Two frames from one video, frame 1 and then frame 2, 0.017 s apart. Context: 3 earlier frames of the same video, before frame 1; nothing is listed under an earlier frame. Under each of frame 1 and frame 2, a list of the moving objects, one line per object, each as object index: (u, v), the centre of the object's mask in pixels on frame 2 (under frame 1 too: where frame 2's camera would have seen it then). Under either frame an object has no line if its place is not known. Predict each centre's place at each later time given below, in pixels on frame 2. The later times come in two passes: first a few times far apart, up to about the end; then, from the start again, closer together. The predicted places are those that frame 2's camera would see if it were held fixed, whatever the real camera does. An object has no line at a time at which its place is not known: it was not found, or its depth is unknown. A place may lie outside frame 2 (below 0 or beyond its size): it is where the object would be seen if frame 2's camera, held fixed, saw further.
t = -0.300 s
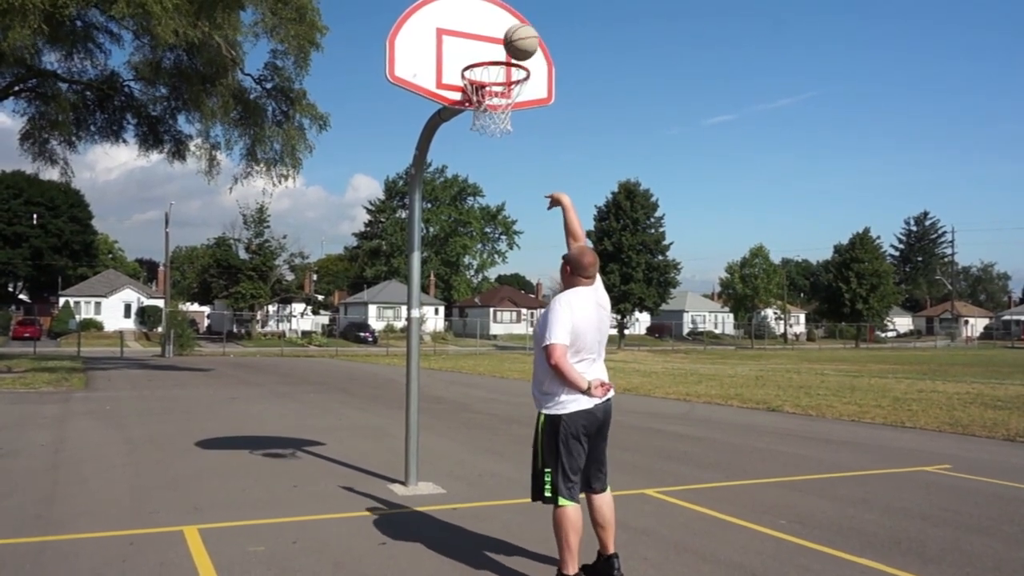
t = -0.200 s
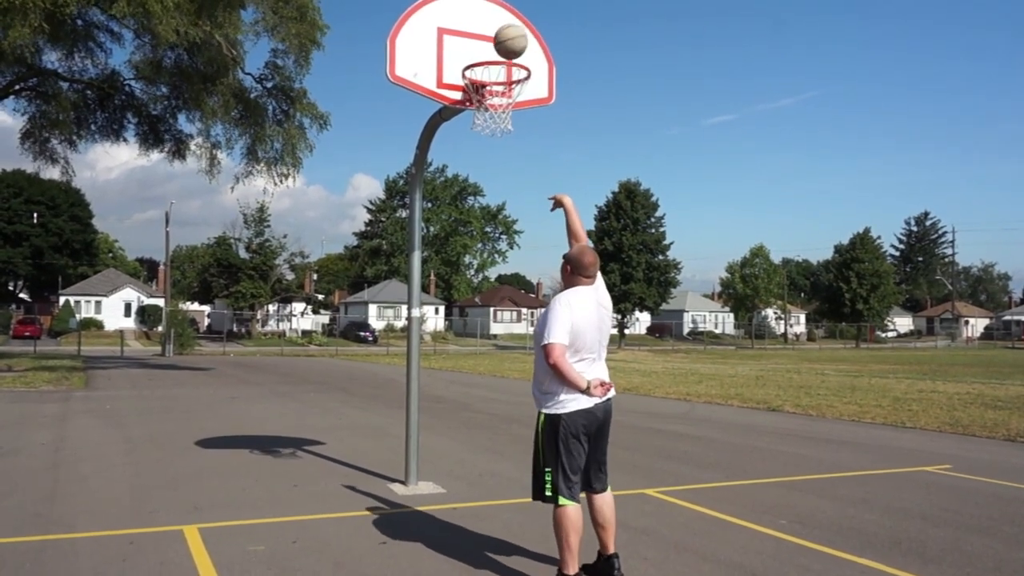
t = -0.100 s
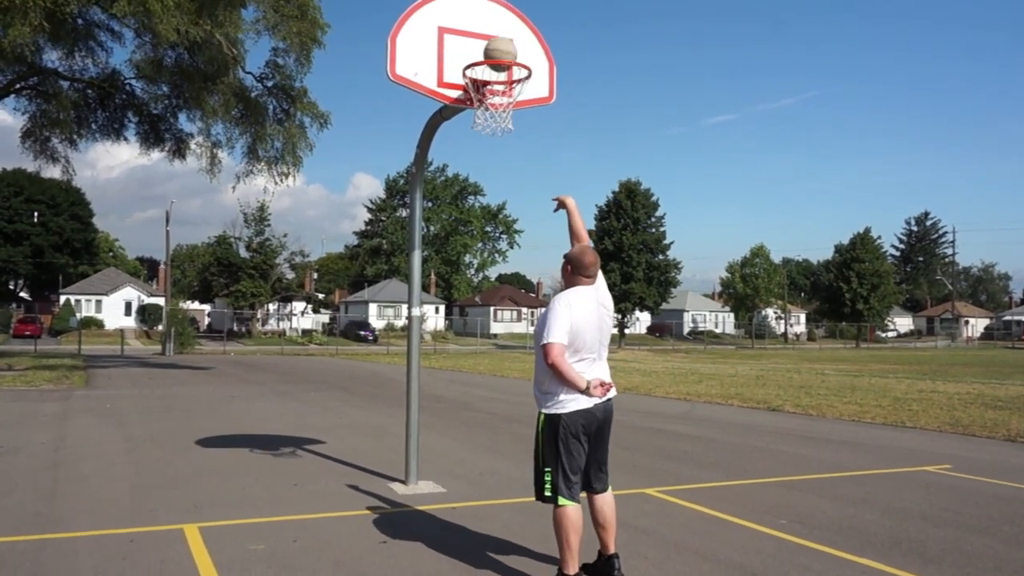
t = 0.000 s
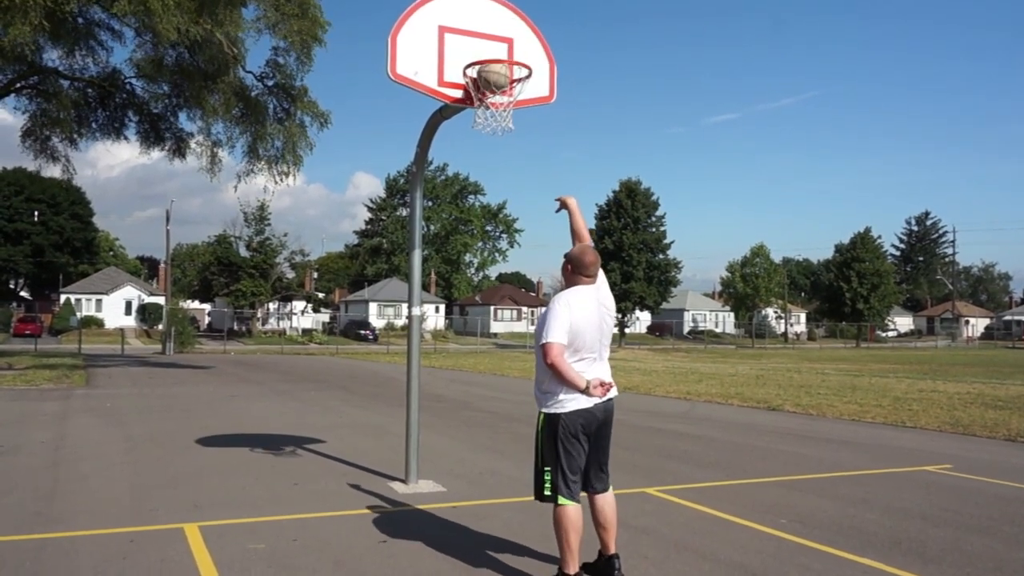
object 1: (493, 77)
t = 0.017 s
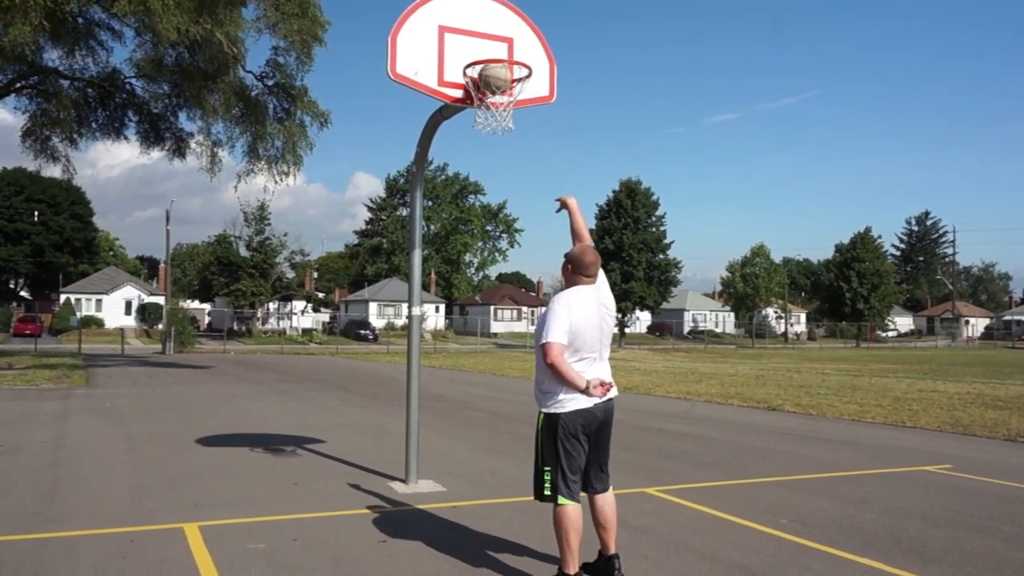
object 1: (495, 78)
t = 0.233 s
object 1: (506, 90)
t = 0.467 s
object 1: (502, 122)
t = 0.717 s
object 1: (490, 232)
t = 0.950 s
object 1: (475, 404)
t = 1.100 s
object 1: (468, 472)
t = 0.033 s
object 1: (496, 79)
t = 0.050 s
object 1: (496, 82)
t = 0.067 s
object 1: (498, 86)
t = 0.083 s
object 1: (500, 89)
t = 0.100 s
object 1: (502, 91)
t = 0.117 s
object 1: (502, 93)
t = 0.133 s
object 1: (503, 93)
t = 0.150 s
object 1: (504, 92)
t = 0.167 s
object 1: (505, 92)
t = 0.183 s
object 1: (506, 91)
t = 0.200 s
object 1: (506, 90)
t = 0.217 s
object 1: (506, 90)
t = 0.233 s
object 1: (506, 90)
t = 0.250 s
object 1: (506, 90)
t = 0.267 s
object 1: (506, 90)
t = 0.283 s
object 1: (506, 92)
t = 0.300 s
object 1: (506, 93)
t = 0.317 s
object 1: (506, 95)
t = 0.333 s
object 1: (506, 96)
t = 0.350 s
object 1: (505, 99)
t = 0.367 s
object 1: (506, 101)
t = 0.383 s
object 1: (505, 105)
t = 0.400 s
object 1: (503, 108)
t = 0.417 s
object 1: (502, 111)
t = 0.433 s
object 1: (503, 114)
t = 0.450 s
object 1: (503, 120)
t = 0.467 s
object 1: (502, 122)
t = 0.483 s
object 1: (502, 129)
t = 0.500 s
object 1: (501, 134)
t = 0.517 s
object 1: (500, 140)
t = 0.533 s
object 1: (499, 146)
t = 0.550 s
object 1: (498, 151)
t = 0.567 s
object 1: (497, 158)
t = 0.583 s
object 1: (497, 165)
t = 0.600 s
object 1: (496, 172)
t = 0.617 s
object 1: (495, 180)
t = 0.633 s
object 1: (495, 187)
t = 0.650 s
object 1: (494, 196)
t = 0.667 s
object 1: (493, 203)
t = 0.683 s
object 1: (492, 214)
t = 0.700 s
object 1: (491, 222)
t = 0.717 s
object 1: (490, 232)
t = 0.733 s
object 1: (489, 241)
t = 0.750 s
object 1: (489, 252)
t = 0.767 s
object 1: (487, 263)
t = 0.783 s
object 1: (487, 274)
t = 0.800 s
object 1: (486, 285)
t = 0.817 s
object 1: (485, 296)
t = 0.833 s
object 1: (484, 308)
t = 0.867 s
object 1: (481, 335)
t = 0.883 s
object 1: (479, 348)
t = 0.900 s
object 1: (479, 361)
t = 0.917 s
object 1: (478, 375)
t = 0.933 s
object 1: (476, 390)
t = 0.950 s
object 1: (475, 404)
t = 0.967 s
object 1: (474, 418)
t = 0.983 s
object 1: (473, 432)
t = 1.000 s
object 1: (472, 448)
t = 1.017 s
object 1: (471, 463)
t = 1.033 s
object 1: (469, 479)
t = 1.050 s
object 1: (468, 494)
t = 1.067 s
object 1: (468, 497)
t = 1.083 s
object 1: (467, 485)
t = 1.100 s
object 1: (468, 472)
